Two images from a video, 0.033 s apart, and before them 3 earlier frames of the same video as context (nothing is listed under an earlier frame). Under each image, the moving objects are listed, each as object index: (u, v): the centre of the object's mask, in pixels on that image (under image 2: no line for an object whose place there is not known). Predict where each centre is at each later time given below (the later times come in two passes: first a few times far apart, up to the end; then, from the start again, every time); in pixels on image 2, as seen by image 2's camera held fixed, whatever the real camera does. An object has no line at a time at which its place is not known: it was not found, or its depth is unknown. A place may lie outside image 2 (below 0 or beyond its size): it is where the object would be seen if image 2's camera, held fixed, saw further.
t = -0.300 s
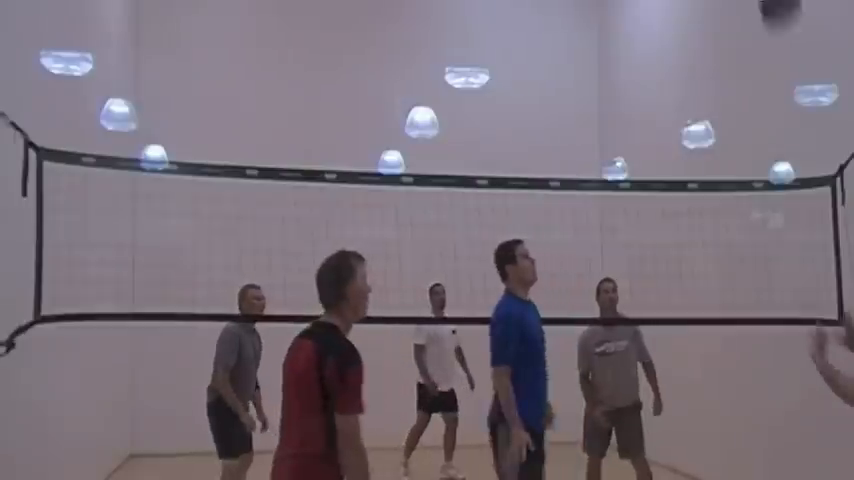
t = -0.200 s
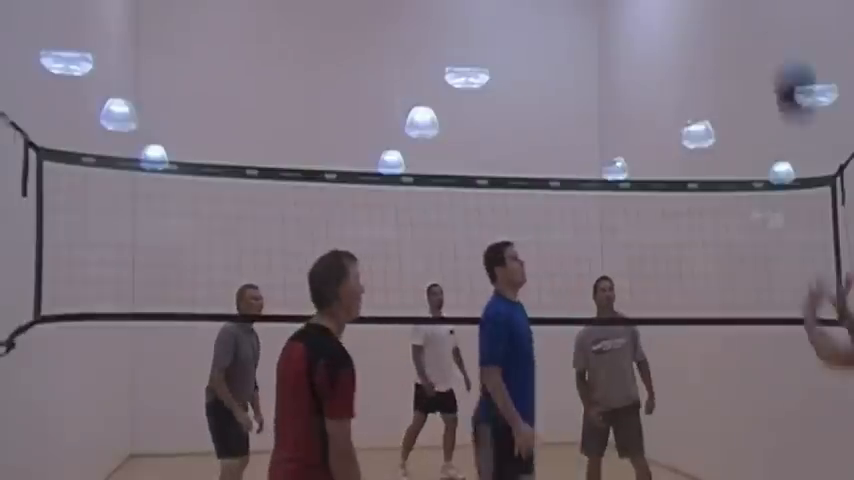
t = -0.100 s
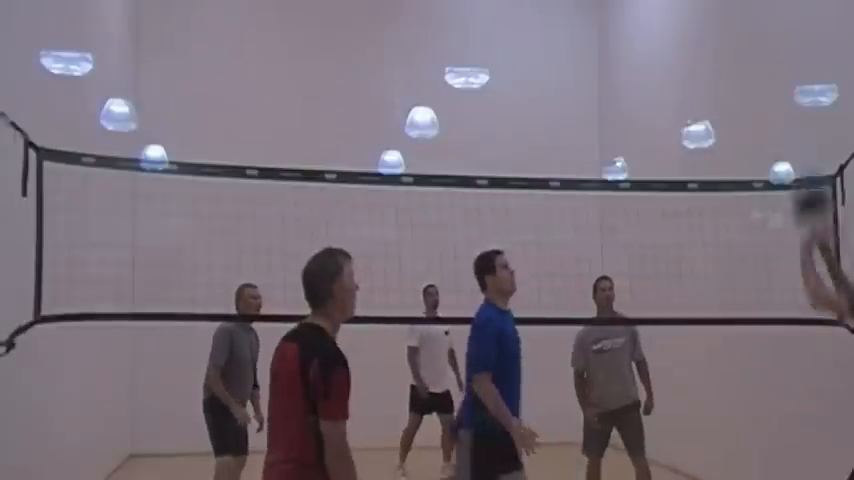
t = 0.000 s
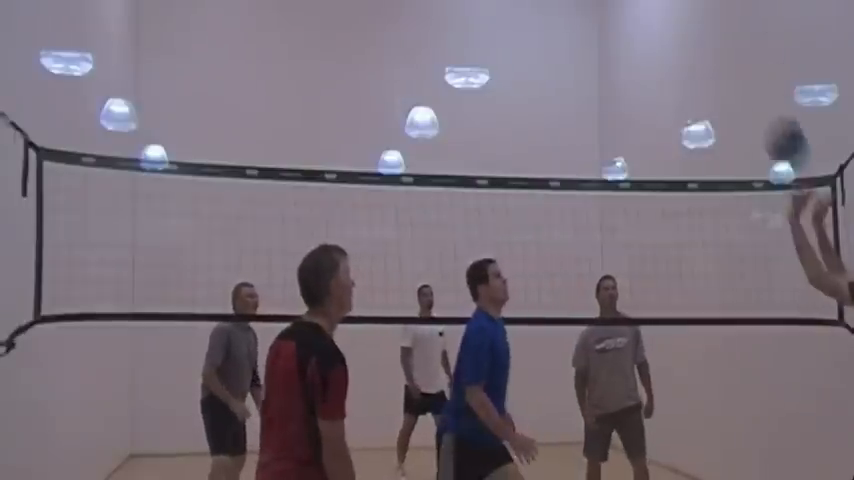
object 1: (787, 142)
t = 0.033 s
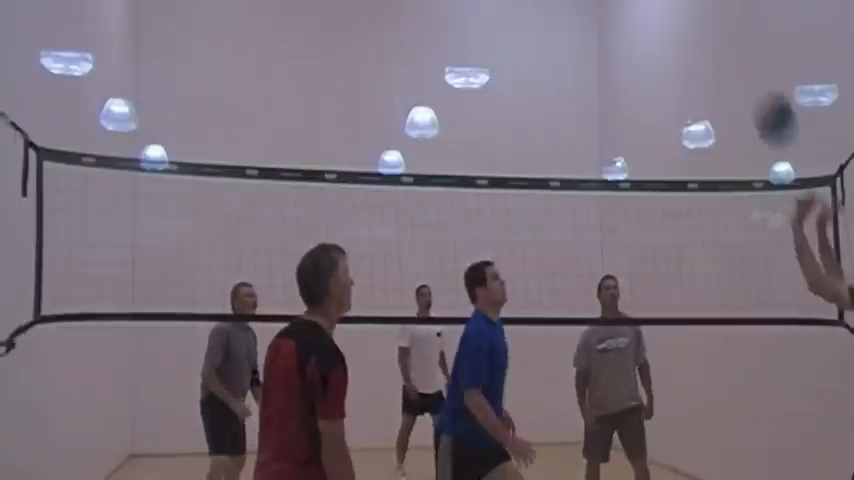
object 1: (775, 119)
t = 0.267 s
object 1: (700, 16)
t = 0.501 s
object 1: (643, 22)
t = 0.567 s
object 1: (628, 43)
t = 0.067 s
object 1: (763, 96)
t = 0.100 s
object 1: (752, 75)
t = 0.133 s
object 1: (740, 58)
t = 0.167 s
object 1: (730, 44)
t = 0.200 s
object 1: (720, 32)
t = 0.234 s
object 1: (710, 22)
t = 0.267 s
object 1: (700, 16)
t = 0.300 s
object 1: (691, 13)
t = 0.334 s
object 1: (683, 12)
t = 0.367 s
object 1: (675, 11)
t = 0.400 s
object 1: (666, 12)
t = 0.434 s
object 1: (658, 13)
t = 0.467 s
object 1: (650, 17)
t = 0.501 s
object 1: (643, 22)
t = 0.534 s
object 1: (636, 32)
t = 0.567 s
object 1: (628, 43)
